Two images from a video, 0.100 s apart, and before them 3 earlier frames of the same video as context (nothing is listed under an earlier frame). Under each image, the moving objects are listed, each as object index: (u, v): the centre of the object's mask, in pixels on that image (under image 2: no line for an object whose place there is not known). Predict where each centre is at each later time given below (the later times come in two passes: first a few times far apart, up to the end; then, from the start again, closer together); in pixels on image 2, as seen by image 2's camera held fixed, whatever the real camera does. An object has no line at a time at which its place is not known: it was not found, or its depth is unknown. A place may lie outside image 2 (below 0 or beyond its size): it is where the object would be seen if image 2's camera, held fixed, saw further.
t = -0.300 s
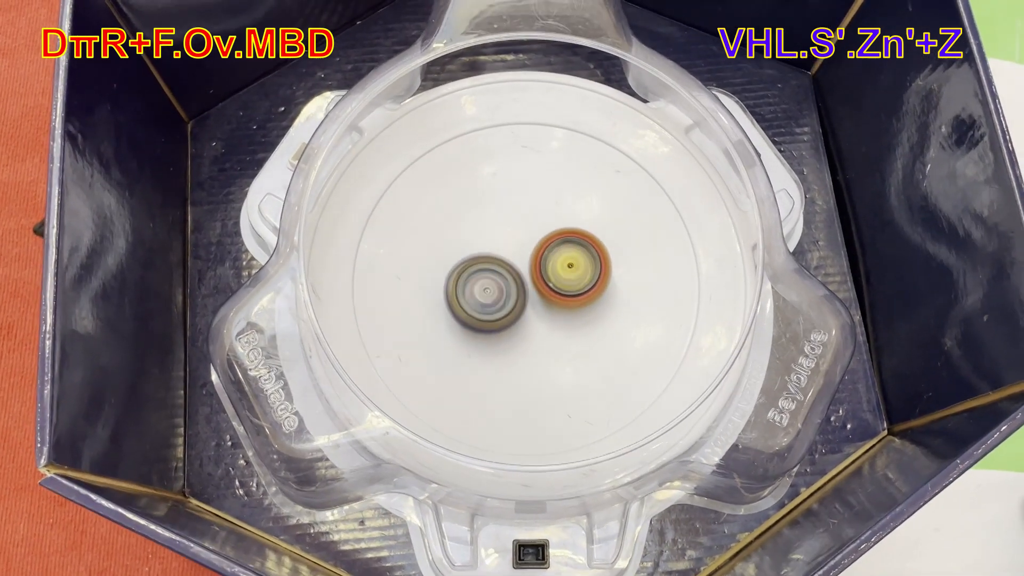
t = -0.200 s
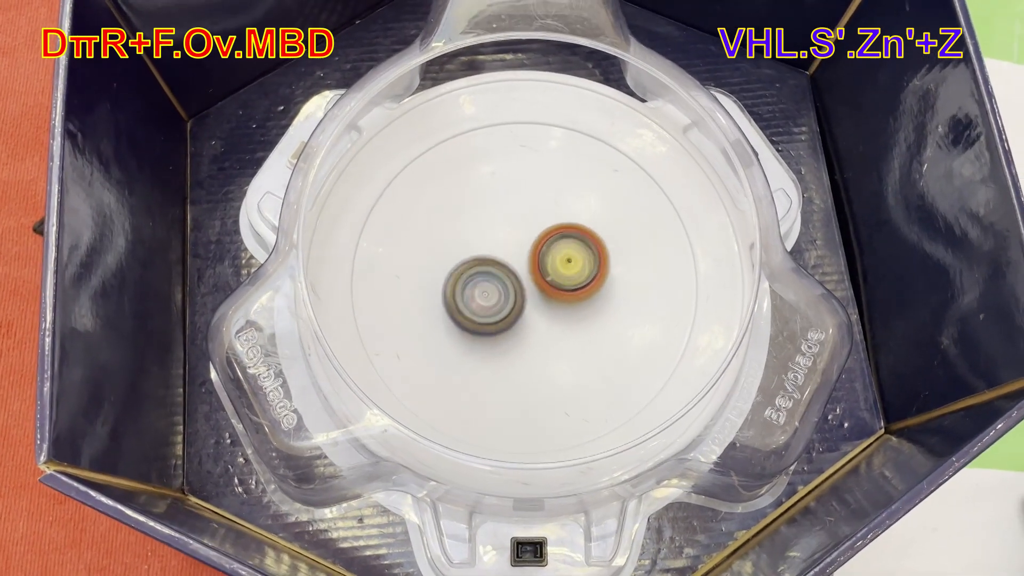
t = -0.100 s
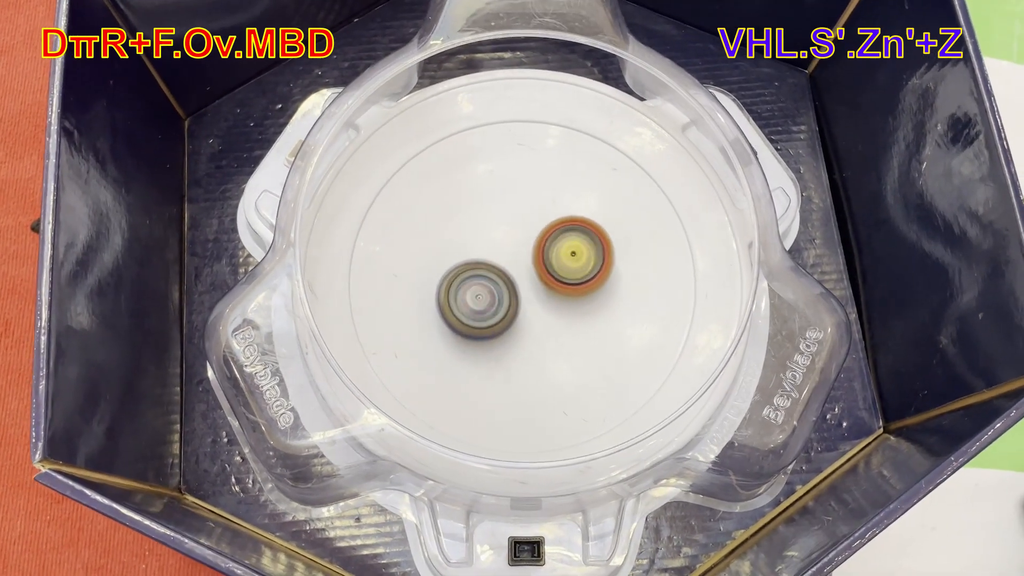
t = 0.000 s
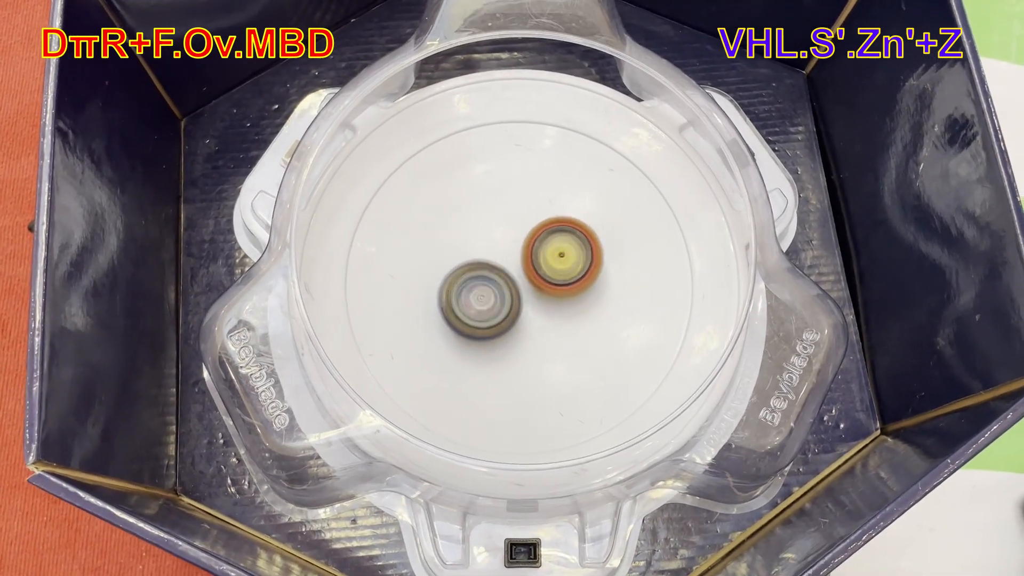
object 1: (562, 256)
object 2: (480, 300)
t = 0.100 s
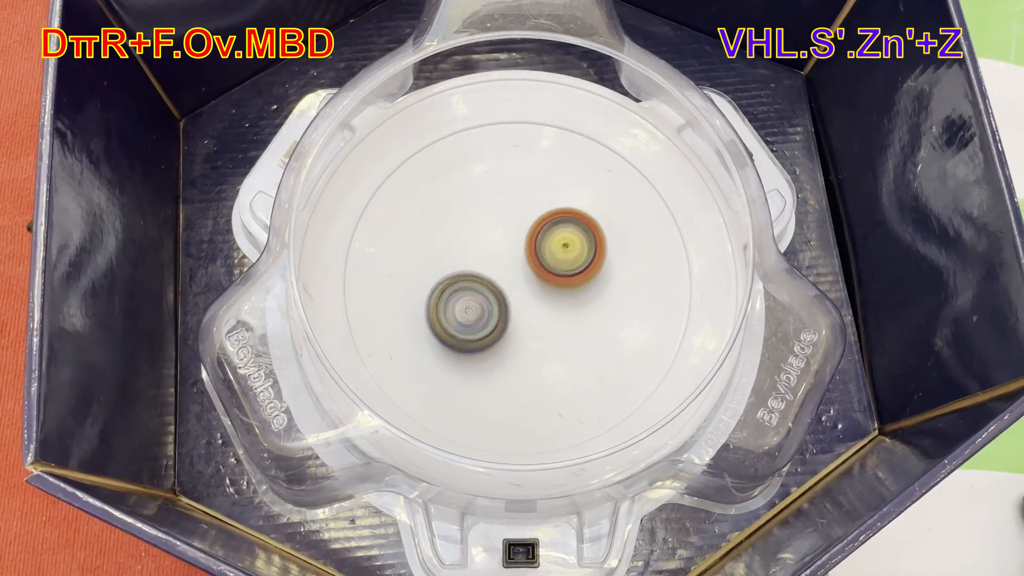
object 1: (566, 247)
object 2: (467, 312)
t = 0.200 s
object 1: (569, 242)
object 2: (463, 318)
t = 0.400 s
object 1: (556, 252)
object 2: (471, 316)
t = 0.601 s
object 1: (551, 257)
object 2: (481, 317)
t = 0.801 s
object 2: (484, 317)
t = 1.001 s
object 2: (489, 309)
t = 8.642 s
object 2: (490, 310)
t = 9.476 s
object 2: (479, 315)
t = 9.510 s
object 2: (479, 314)
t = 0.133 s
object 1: (569, 244)
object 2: (465, 315)
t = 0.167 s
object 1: (570, 242)
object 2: (463, 317)
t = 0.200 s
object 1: (569, 242)
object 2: (463, 318)
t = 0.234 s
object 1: (568, 243)
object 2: (462, 318)
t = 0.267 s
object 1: (566, 243)
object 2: (463, 319)
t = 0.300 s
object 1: (564, 245)
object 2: (464, 318)
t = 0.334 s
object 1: (561, 247)
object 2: (465, 318)
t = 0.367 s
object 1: (559, 249)
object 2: (468, 317)
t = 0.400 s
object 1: (556, 252)
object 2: (471, 316)
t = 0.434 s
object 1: (552, 254)
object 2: (474, 315)
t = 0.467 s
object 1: (549, 258)
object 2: (477, 314)
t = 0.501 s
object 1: (546, 260)
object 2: (481, 313)
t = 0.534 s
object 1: (549, 258)
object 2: (479, 316)
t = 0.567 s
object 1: (551, 257)
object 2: (479, 318)
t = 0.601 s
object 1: (551, 257)
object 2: (481, 317)
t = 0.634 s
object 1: (551, 258)
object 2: (483, 316)
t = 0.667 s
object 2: (485, 314)
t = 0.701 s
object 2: (485, 314)
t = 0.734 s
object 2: (486, 314)
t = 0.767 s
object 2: (486, 314)
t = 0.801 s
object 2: (484, 317)
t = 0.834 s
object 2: (484, 317)
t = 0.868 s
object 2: (485, 316)
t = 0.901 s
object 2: (486, 314)
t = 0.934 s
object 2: (489, 311)
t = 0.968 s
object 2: (492, 308)
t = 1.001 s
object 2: (489, 309)
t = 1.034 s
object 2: (488, 310)
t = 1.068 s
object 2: (488, 309)
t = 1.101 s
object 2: (490, 308)
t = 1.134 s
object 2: (491, 307)
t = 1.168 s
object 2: (481, 317)
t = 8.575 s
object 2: (489, 315)
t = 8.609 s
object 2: (489, 312)
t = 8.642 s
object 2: (490, 310)
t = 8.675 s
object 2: (492, 308)
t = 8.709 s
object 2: (493, 306)
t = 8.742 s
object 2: (491, 307)
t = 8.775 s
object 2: (492, 306)
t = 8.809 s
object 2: (492, 307)
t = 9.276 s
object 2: (481, 311)
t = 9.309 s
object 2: (483, 310)
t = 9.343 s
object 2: (484, 308)
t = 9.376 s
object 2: (483, 309)
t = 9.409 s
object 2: (479, 313)
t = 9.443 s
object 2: (479, 315)
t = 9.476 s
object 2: (479, 315)
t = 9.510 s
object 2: (479, 314)
